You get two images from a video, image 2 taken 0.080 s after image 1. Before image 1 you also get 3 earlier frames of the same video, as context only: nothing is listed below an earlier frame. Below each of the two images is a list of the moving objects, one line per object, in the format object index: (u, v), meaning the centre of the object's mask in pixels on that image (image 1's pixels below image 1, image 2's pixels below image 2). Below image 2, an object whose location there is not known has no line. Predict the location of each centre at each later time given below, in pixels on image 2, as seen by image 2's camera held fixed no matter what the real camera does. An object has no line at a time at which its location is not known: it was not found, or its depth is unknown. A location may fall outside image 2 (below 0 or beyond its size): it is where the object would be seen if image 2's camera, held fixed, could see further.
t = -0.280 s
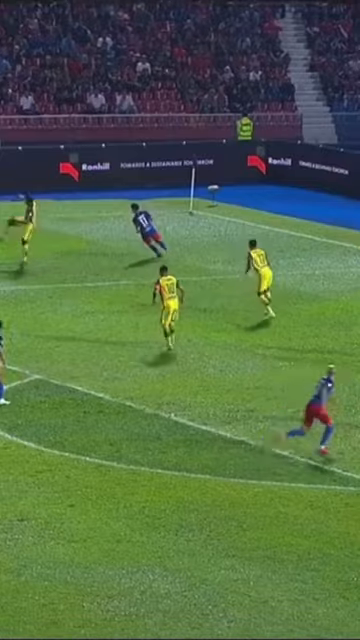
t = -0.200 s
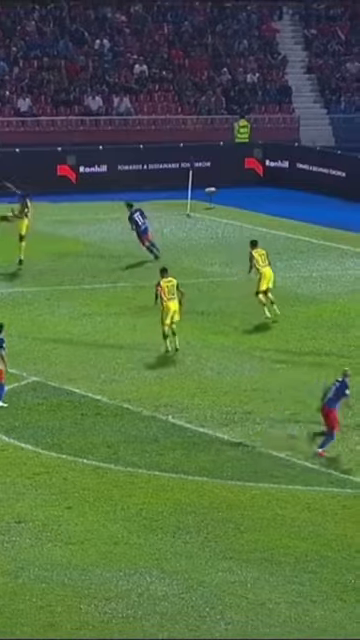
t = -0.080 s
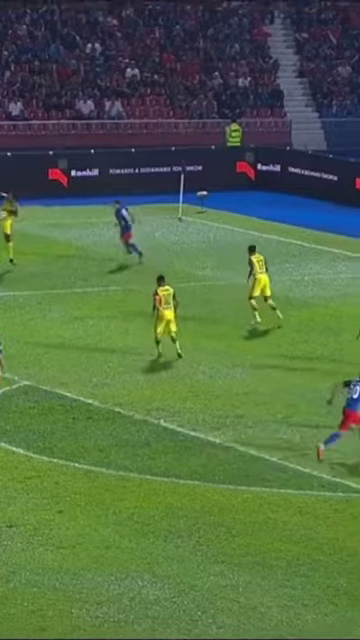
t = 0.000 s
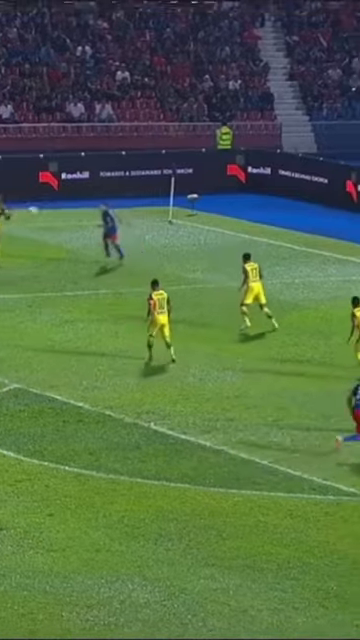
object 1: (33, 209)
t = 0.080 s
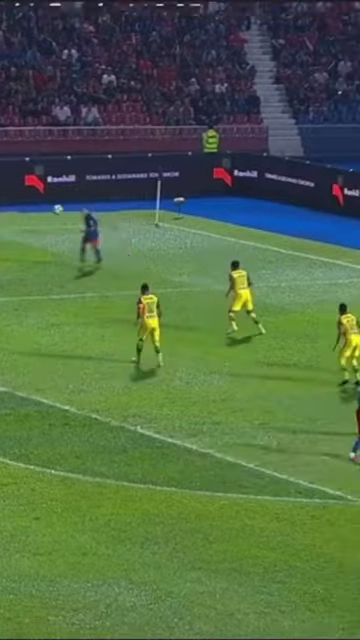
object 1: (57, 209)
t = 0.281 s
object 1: (146, 207)
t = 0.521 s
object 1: (237, 226)
